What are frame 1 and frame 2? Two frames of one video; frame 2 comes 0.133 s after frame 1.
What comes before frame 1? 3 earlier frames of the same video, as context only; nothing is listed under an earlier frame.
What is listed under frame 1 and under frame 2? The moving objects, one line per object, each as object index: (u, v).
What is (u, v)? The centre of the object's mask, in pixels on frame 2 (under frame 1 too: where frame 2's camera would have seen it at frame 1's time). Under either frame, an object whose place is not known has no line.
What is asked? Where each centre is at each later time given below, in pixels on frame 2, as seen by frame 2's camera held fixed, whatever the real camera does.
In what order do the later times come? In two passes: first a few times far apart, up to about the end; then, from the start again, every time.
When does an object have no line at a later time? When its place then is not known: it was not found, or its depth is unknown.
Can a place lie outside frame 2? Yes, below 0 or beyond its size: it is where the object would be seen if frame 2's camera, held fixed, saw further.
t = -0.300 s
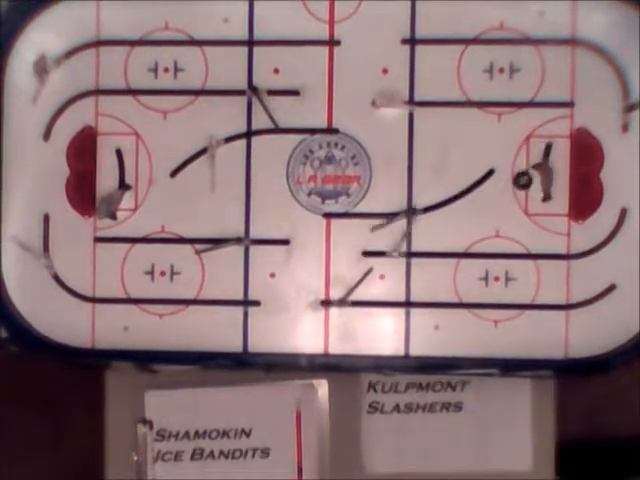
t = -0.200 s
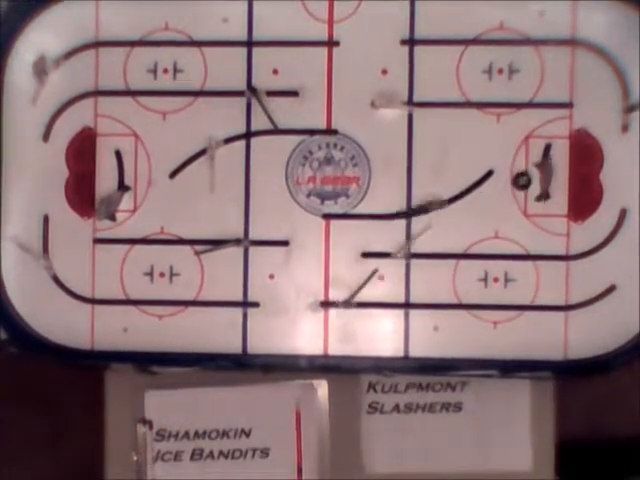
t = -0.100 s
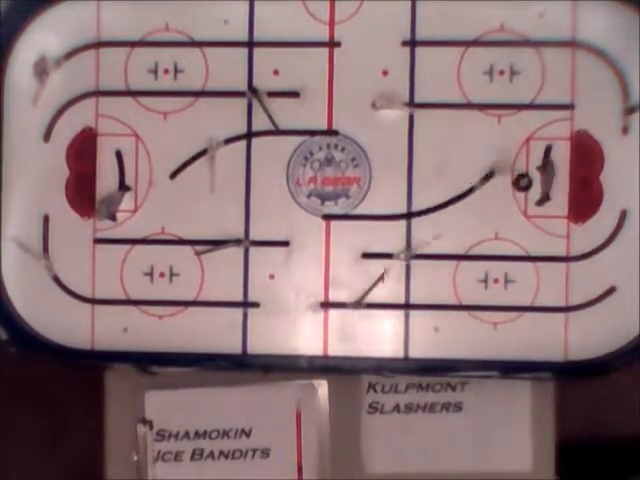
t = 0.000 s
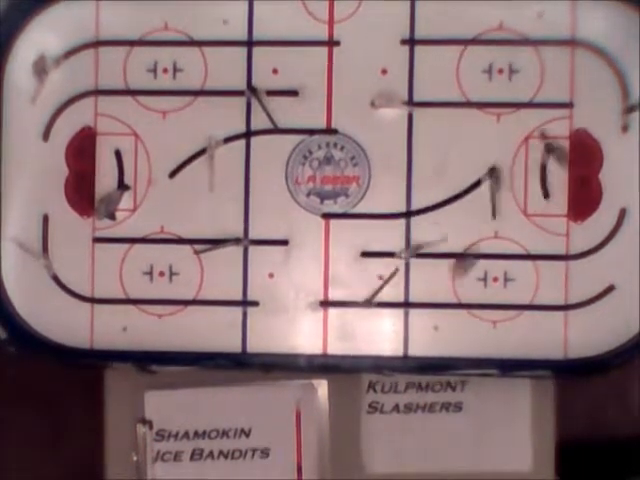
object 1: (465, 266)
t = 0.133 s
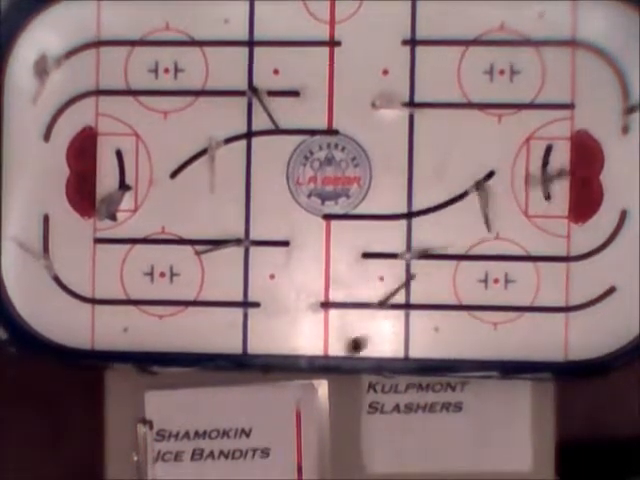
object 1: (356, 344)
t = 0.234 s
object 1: (295, 330)
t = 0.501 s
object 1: (201, 310)
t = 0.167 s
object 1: (336, 341)
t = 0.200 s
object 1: (314, 335)
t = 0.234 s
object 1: (295, 330)
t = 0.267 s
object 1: (278, 327)
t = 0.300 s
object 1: (263, 324)
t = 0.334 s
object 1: (249, 321)
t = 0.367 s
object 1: (237, 318)
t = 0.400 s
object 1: (225, 315)
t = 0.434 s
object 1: (215, 313)
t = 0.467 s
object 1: (207, 311)
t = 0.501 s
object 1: (201, 310)
